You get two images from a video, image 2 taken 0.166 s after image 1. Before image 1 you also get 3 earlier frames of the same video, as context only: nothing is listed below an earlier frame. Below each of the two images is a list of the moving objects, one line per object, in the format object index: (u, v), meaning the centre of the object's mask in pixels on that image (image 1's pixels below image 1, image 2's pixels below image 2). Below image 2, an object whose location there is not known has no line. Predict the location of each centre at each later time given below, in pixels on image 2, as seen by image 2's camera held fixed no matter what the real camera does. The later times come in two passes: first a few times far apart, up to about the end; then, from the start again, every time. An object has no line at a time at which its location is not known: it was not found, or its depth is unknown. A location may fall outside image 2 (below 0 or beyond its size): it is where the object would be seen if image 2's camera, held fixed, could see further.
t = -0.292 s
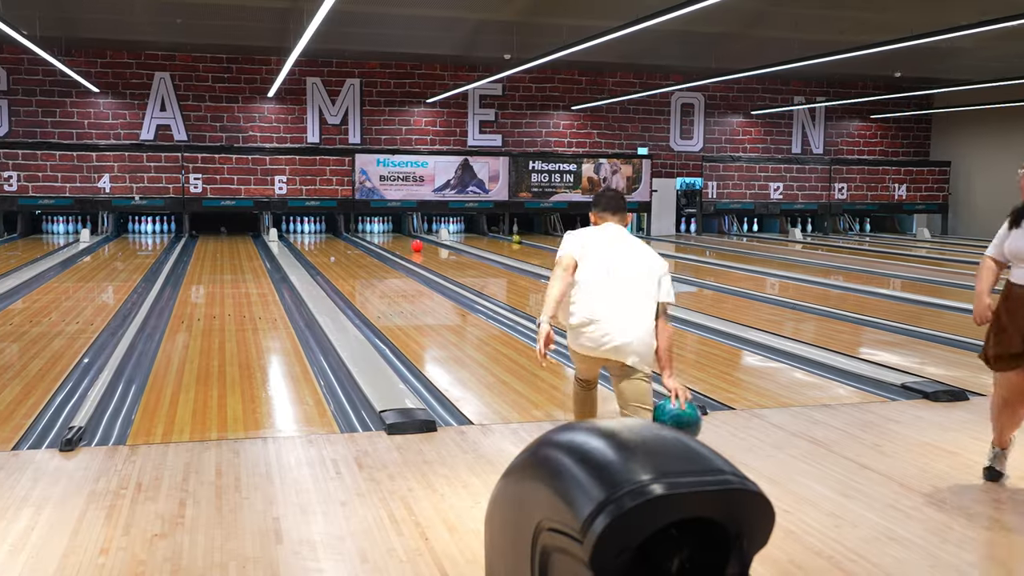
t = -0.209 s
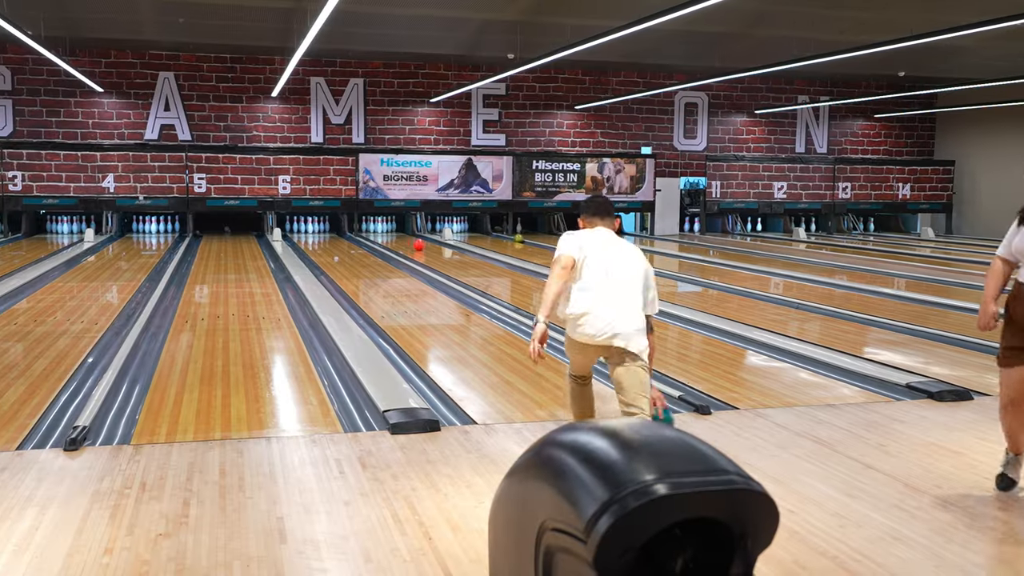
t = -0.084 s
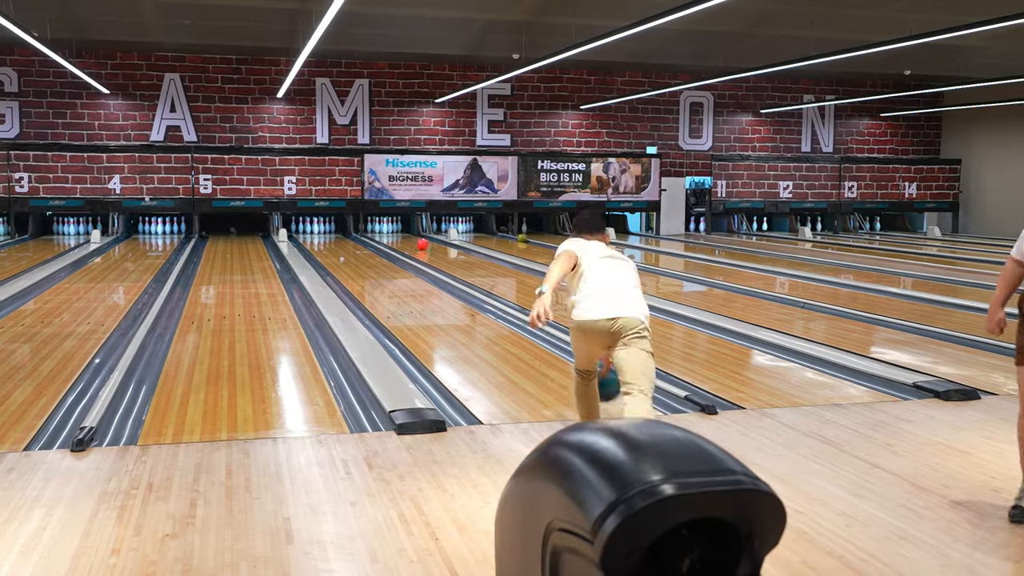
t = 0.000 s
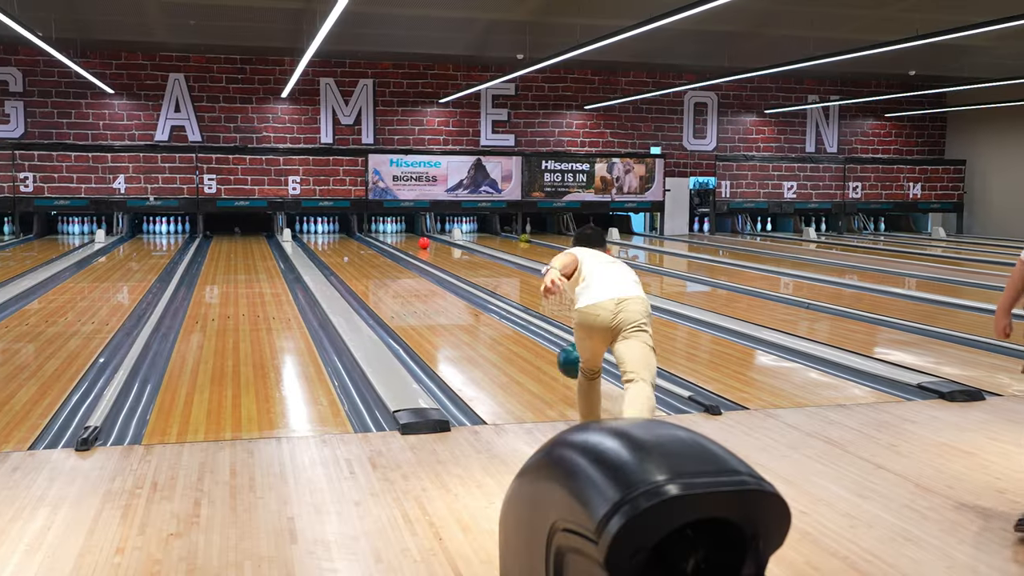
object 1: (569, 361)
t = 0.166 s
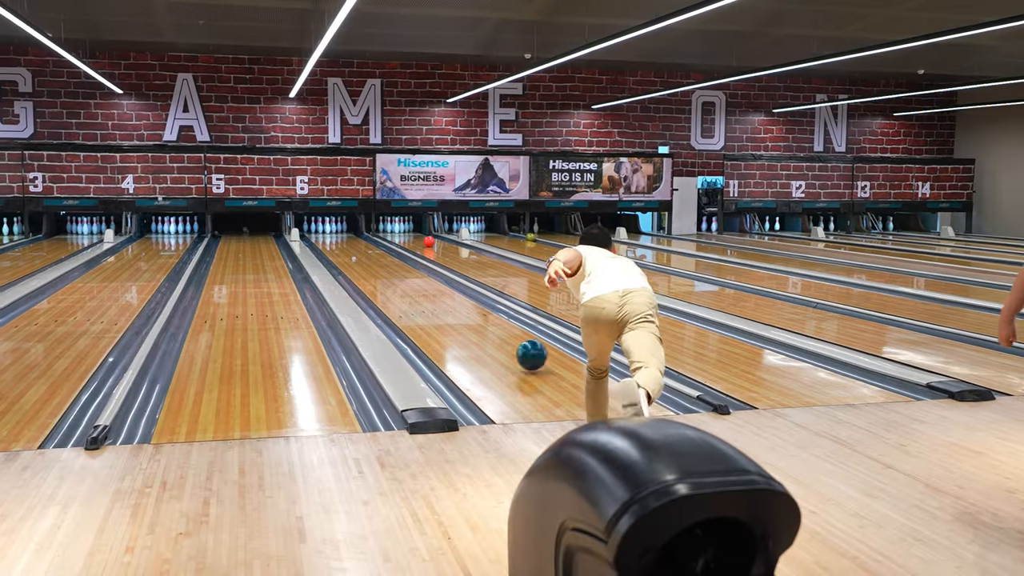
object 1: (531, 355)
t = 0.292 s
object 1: (503, 338)
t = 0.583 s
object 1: (455, 307)
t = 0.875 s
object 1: (422, 287)
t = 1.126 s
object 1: (402, 273)
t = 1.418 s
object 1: (382, 262)
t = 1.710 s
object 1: (367, 252)
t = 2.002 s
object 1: (354, 245)
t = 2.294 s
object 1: (342, 239)
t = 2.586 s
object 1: (332, 234)
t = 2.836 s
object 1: (325, 229)
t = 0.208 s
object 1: (521, 349)
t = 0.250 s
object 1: (512, 343)
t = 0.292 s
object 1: (503, 338)
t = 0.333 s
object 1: (494, 332)
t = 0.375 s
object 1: (487, 327)
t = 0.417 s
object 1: (480, 323)
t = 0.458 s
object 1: (473, 318)
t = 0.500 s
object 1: (466, 314)
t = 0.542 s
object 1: (460, 311)
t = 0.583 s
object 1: (455, 307)
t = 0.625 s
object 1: (449, 304)
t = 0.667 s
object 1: (444, 301)
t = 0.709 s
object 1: (439, 297)
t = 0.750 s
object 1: (435, 295)
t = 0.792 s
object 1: (430, 292)
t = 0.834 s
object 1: (426, 289)
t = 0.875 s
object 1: (422, 287)
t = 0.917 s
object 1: (418, 284)
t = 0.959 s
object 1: (415, 282)
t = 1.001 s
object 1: (411, 280)
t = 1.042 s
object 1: (408, 277)
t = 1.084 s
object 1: (405, 275)
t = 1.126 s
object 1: (402, 273)
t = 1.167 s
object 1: (399, 271)
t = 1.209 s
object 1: (396, 270)
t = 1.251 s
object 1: (393, 268)
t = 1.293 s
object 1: (390, 266)
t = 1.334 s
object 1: (387, 264)
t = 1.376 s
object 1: (385, 263)
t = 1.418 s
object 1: (382, 262)
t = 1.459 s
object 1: (380, 260)
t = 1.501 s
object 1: (378, 259)
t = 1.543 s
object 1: (375, 258)
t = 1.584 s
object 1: (373, 256)
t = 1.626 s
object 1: (371, 255)
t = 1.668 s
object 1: (369, 254)
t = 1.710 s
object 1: (367, 252)
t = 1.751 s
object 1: (365, 251)
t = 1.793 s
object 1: (363, 250)
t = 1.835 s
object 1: (361, 249)
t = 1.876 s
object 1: (359, 248)
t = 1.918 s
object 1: (357, 247)
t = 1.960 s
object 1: (355, 246)
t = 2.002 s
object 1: (354, 245)
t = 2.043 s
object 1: (352, 244)
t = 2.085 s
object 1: (350, 243)
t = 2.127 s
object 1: (348, 242)
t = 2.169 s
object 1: (347, 241)
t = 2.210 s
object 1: (346, 241)
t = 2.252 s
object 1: (344, 239)
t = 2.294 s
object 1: (342, 239)
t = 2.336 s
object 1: (341, 238)
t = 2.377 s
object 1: (339, 237)
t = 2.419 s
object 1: (338, 237)
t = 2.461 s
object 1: (337, 236)
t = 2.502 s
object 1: (336, 235)
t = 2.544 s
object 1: (333, 235)
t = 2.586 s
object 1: (332, 234)
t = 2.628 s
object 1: (331, 233)
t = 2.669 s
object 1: (329, 232)
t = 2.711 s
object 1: (328, 231)
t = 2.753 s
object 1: (327, 231)
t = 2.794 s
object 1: (326, 230)
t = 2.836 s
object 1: (325, 229)
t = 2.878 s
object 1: (323, 228)
